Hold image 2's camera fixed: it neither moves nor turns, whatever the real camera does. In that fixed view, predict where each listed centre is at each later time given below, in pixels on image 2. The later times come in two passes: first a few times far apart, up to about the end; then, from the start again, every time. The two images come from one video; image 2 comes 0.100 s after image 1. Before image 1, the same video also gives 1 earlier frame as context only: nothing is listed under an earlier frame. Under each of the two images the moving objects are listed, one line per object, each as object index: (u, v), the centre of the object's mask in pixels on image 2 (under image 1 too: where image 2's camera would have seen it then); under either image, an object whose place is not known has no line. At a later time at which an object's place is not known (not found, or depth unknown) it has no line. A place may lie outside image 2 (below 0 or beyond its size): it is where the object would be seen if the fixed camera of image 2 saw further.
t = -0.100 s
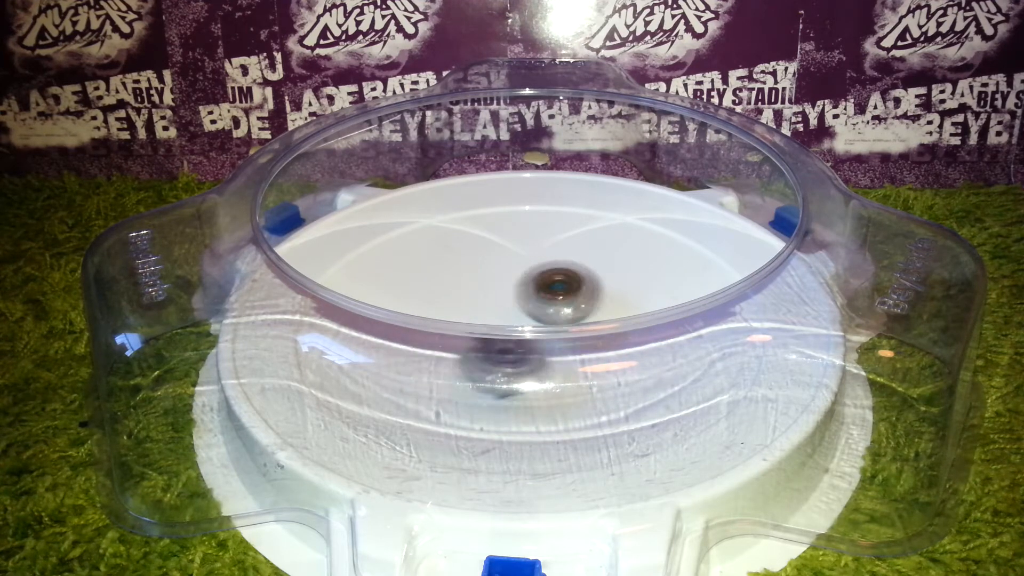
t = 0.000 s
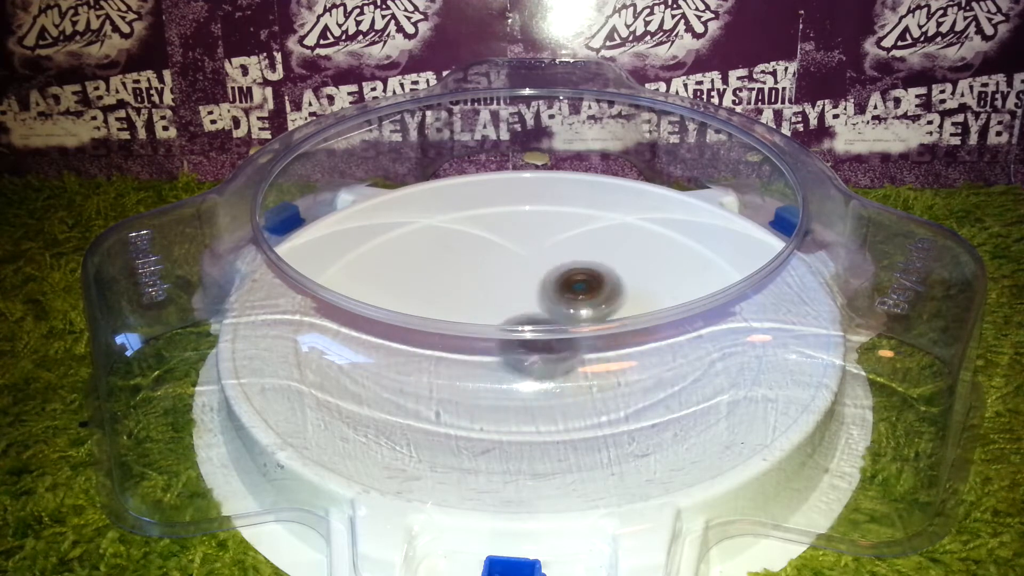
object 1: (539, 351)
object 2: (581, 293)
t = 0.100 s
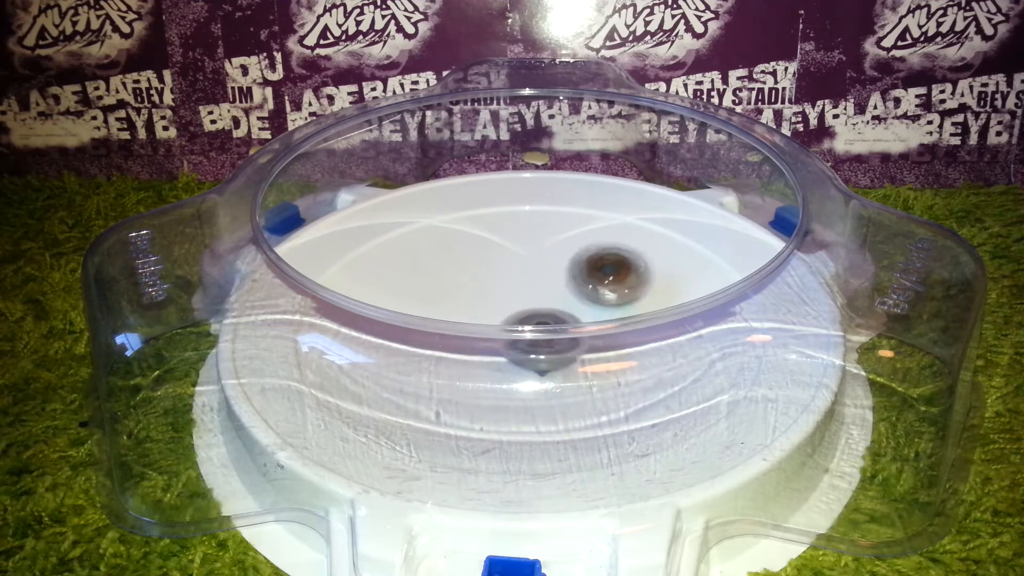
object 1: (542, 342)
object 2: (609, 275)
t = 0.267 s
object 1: (534, 312)
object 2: (621, 250)
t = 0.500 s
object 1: (496, 299)
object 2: (574, 259)
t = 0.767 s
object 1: (449, 307)
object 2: (529, 291)
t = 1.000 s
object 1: (471, 359)
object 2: (518, 304)
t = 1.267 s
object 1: (548, 358)
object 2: (548, 294)
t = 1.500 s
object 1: (573, 355)
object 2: (558, 247)
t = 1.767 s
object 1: (533, 306)
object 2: (581, 249)
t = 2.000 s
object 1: (471, 291)
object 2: (572, 281)
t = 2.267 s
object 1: (440, 296)
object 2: (530, 298)
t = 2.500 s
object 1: (416, 299)
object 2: (559, 290)
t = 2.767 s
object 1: (467, 305)
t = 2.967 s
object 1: (498, 304)
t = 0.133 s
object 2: (614, 269)
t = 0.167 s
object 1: (539, 316)
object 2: (617, 264)
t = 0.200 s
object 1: (539, 315)
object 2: (619, 258)
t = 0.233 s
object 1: (537, 314)
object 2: (621, 254)
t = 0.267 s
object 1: (534, 312)
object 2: (621, 250)
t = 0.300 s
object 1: (529, 310)
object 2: (619, 247)
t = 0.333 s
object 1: (525, 308)
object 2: (614, 245)
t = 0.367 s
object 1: (520, 306)
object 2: (608, 245)
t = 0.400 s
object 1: (514, 304)
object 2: (599, 246)
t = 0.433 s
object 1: (508, 303)
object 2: (589, 250)
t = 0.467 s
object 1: (502, 301)
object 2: (582, 254)
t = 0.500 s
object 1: (496, 299)
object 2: (574, 259)
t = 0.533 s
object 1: (491, 298)
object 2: (565, 264)
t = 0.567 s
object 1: (487, 298)
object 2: (559, 268)
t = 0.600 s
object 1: (476, 299)
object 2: (557, 270)
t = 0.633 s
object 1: (466, 300)
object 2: (554, 273)
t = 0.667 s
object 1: (459, 302)
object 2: (547, 278)
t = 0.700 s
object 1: (453, 303)
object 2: (541, 282)
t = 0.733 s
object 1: (449, 305)
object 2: (536, 286)
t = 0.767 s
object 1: (449, 307)
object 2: (529, 291)
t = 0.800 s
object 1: (451, 309)
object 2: (525, 294)
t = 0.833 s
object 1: (448, 335)
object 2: (523, 296)
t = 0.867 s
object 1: (448, 338)
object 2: (526, 296)
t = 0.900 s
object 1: (449, 344)
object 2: (526, 298)
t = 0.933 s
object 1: (453, 354)
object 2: (523, 300)
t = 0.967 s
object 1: (461, 357)
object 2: (520, 302)
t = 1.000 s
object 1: (471, 359)
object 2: (518, 304)
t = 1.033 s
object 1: (476, 362)
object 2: (521, 304)
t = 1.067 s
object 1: (485, 364)
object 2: (527, 303)
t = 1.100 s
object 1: (494, 366)
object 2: (532, 302)
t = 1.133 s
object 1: (506, 366)
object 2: (537, 301)
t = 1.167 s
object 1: (519, 364)
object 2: (541, 300)
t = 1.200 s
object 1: (532, 362)
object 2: (544, 298)
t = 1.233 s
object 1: (540, 360)
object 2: (547, 296)
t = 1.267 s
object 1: (548, 358)
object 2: (548, 294)
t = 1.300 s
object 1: (553, 349)
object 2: (551, 289)
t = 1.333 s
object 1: (553, 358)
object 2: (553, 275)
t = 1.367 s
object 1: (554, 359)
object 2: (556, 265)
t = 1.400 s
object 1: (560, 360)
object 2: (558, 258)
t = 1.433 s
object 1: (565, 360)
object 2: (558, 253)
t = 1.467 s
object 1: (568, 358)
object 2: (559, 250)
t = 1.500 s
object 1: (573, 355)
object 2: (558, 247)
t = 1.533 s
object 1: (574, 346)
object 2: (560, 245)
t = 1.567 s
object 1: (569, 318)
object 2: (562, 243)
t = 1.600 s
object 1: (566, 316)
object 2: (565, 242)
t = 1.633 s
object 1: (561, 314)
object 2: (568, 241)
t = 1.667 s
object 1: (555, 313)
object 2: (572, 242)
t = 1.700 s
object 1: (549, 311)
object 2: (576, 243)
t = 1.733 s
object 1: (541, 309)
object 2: (578, 246)
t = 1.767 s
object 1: (533, 306)
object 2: (581, 249)
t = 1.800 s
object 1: (526, 304)
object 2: (580, 253)
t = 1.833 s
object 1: (518, 302)
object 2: (581, 258)
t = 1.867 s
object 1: (510, 299)
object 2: (580, 263)
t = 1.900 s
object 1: (503, 296)
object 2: (577, 267)
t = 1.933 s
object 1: (491, 294)
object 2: (577, 272)
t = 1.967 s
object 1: (480, 292)
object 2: (576, 276)
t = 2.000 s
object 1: (471, 291)
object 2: (572, 281)
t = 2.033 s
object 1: (462, 290)
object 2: (566, 286)
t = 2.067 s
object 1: (454, 289)
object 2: (561, 290)
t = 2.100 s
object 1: (447, 289)
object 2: (555, 293)
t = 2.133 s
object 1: (441, 290)
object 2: (550, 295)
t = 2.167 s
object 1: (438, 291)
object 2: (544, 297)
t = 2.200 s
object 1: (437, 293)
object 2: (537, 298)
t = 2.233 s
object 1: (440, 295)
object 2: (531, 299)
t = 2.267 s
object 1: (440, 296)
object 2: (530, 298)
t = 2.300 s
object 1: (437, 297)
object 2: (533, 298)
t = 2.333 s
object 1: (438, 298)
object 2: (531, 296)
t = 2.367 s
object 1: (442, 299)
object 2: (527, 295)
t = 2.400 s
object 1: (434, 300)
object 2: (536, 294)
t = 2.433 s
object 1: (425, 299)
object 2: (548, 292)
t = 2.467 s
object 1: (420, 299)
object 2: (555, 291)
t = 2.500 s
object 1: (416, 299)
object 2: (559, 290)
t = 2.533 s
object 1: (414, 300)
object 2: (560, 290)
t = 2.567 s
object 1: (416, 300)
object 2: (564, 289)
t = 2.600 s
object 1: (419, 301)
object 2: (569, 290)
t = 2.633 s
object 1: (426, 302)
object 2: (574, 290)
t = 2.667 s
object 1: (434, 303)
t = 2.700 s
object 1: (444, 304)
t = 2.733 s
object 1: (455, 305)
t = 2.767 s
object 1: (467, 305)
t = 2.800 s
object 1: (477, 305)
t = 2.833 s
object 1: (488, 305)
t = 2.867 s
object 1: (492, 305)
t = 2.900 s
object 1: (496, 305)
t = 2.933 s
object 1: (498, 305)
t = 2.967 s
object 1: (498, 304)
